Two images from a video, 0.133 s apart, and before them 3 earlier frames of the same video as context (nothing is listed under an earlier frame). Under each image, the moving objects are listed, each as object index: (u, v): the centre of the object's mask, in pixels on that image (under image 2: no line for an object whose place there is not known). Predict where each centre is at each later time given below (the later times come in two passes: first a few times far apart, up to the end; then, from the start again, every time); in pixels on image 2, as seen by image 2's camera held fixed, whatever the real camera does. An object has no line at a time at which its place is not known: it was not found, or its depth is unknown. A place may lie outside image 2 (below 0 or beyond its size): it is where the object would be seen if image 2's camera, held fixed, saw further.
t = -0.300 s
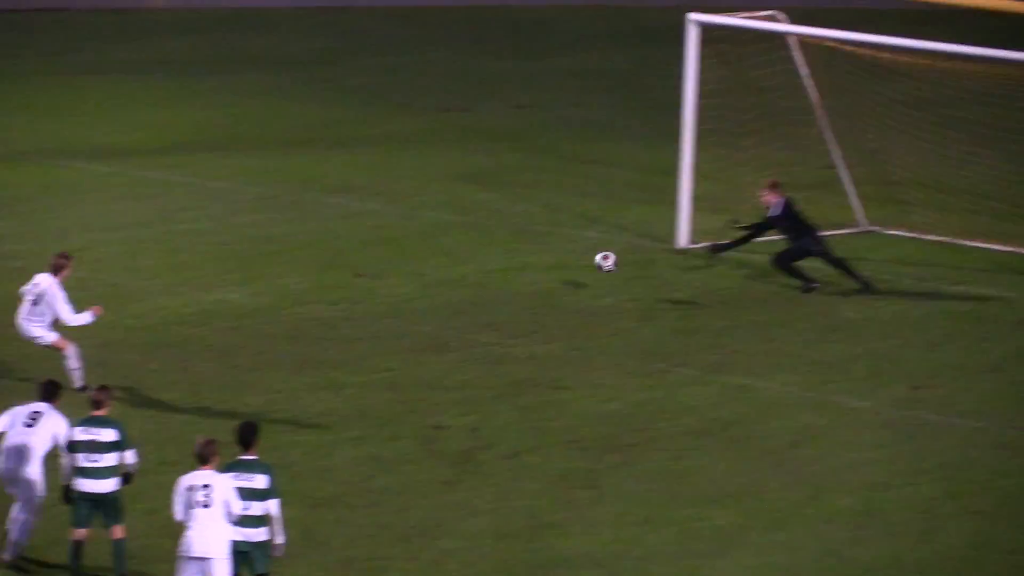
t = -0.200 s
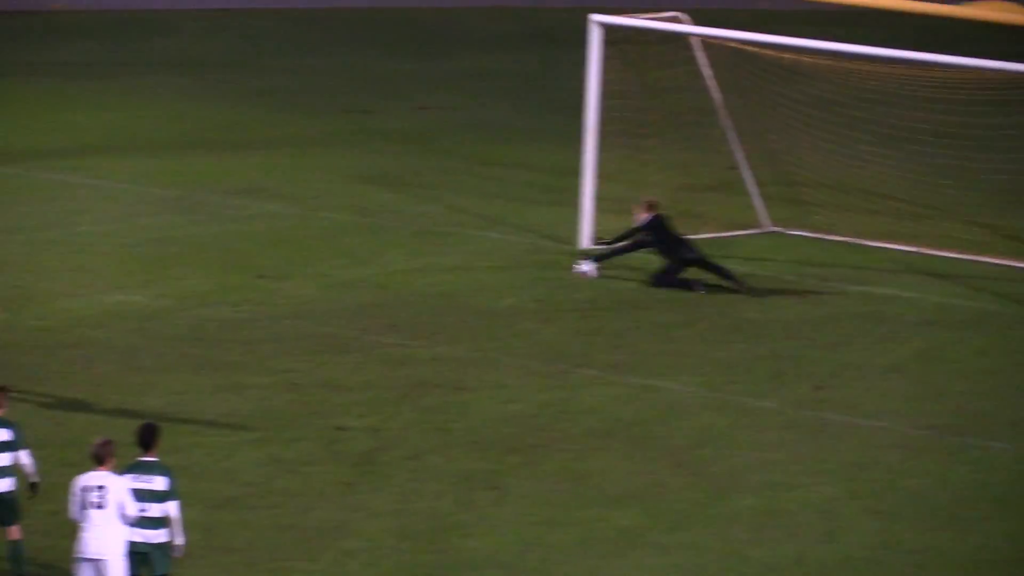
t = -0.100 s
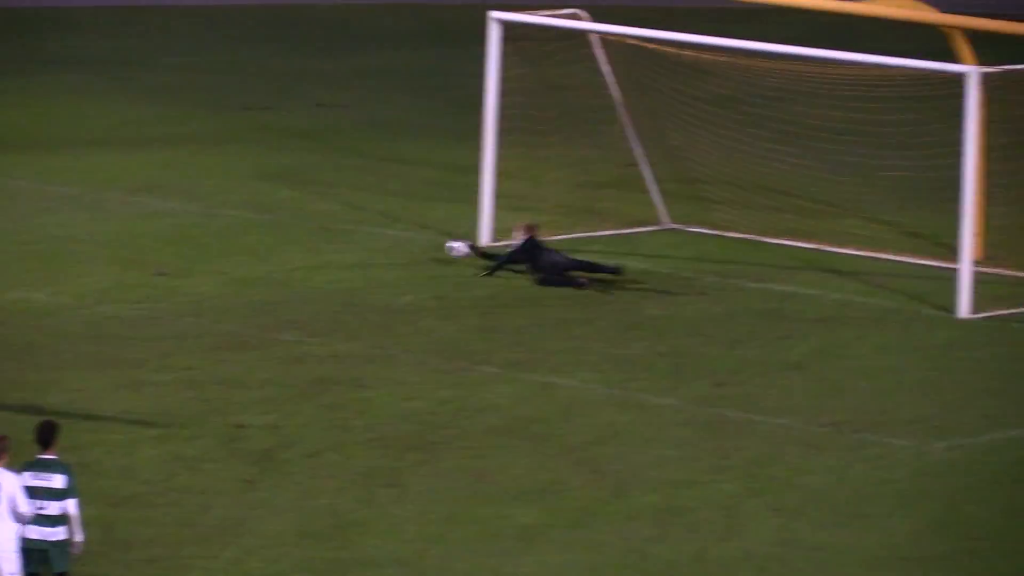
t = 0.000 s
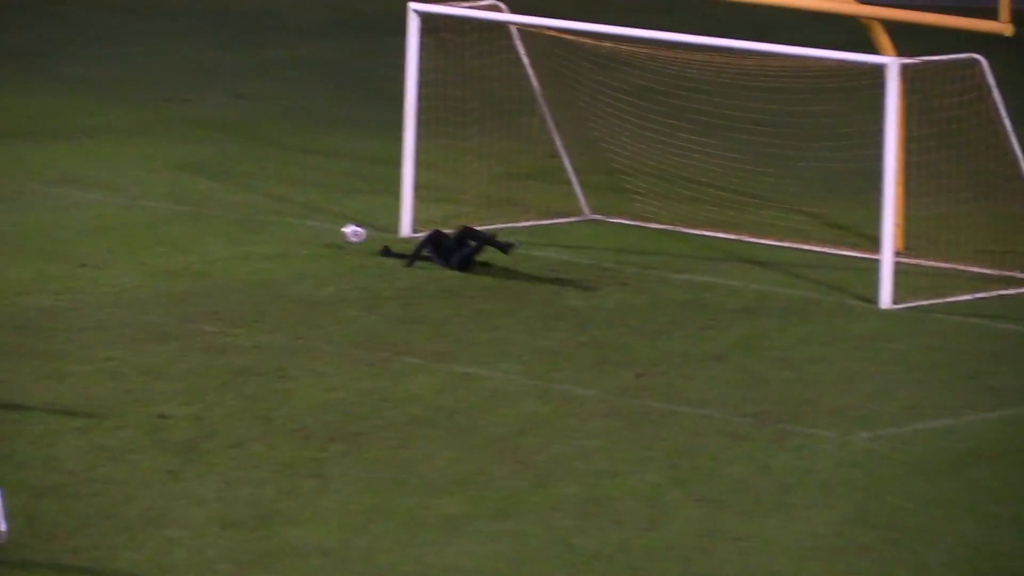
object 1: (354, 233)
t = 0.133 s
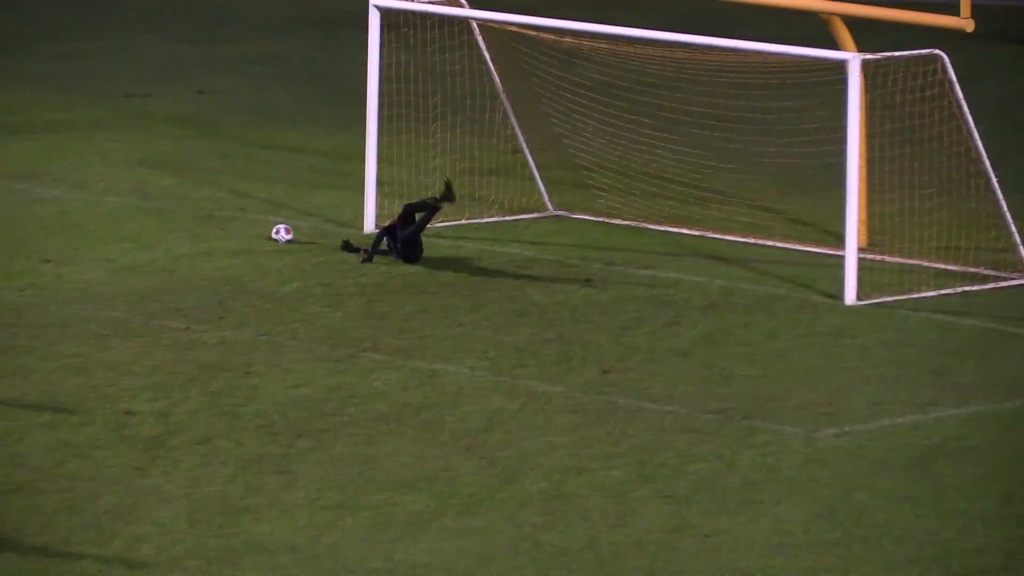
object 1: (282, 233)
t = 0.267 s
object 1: (251, 223)
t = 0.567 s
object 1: (191, 216)
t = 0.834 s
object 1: (143, 209)
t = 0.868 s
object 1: (138, 209)
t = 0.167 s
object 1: (275, 230)
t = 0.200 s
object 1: (267, 227)
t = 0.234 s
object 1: (259, 224)
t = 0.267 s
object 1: (251, 223)
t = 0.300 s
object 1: (243, 222)
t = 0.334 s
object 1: (235, 221)
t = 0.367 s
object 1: (227, 220)
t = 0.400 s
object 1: (221, 218)
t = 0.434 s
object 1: (213, 218)
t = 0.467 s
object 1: (210, 218)
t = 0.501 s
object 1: (203, 218)
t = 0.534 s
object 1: (197, 217)
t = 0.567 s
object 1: (191, 216)
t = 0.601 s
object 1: (185, 214)
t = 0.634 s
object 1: (179, 214)
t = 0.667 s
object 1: (173, 214)
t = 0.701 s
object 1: (166, 214)
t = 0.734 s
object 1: (160, 212)
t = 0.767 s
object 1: (155, 211)
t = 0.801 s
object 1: (149, 210)
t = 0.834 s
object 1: (143, 209)
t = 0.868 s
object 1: (138, 209)
